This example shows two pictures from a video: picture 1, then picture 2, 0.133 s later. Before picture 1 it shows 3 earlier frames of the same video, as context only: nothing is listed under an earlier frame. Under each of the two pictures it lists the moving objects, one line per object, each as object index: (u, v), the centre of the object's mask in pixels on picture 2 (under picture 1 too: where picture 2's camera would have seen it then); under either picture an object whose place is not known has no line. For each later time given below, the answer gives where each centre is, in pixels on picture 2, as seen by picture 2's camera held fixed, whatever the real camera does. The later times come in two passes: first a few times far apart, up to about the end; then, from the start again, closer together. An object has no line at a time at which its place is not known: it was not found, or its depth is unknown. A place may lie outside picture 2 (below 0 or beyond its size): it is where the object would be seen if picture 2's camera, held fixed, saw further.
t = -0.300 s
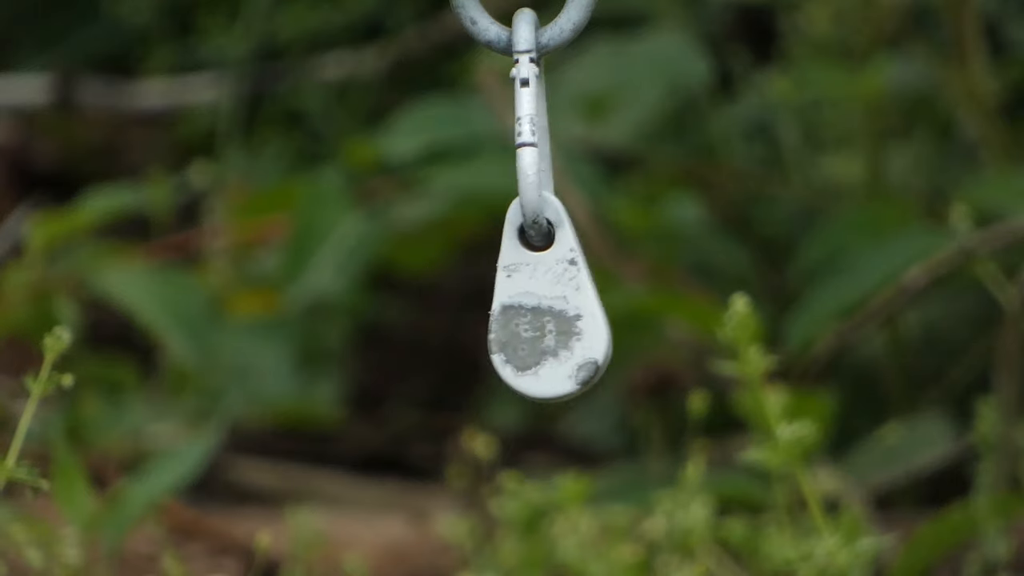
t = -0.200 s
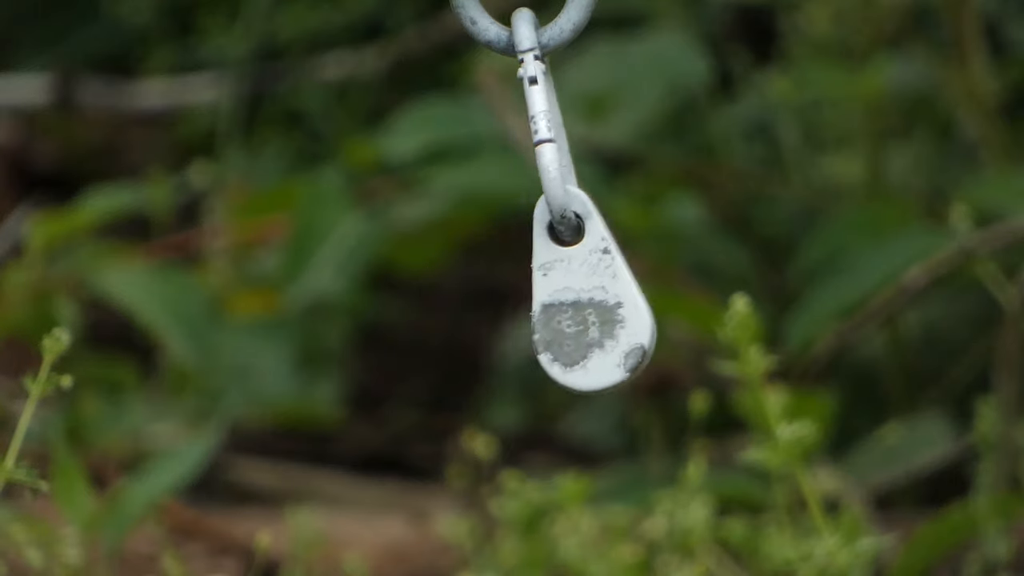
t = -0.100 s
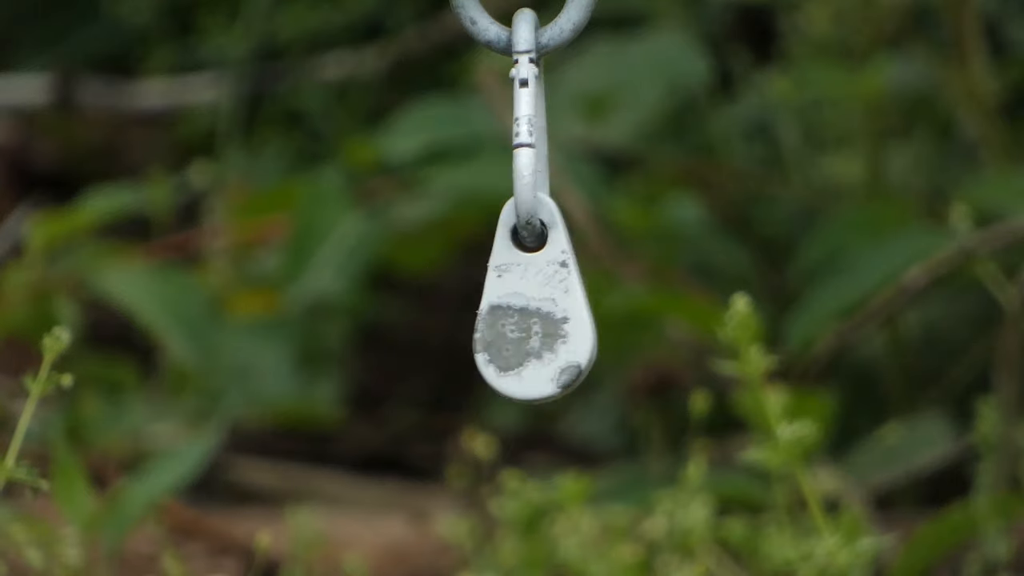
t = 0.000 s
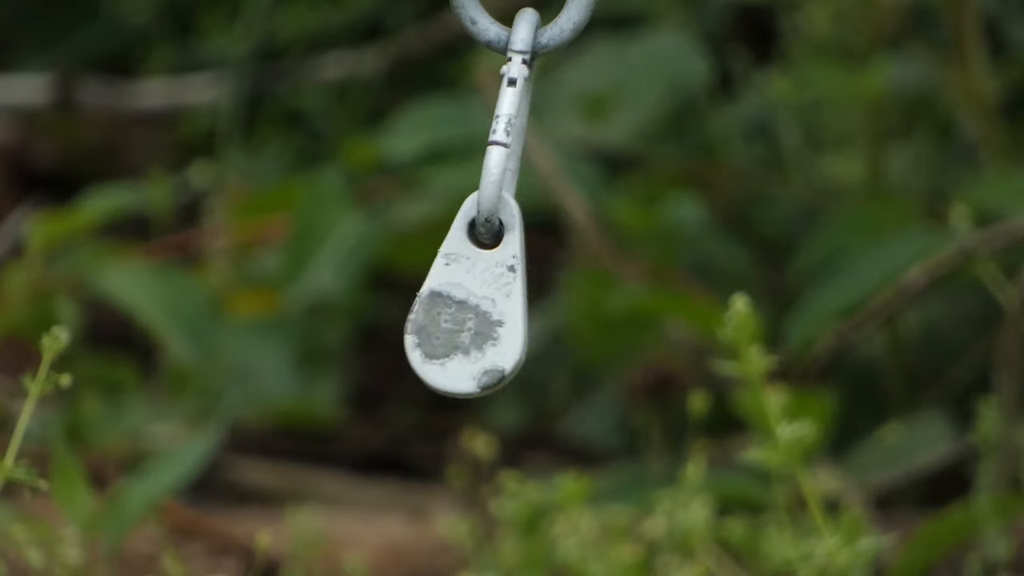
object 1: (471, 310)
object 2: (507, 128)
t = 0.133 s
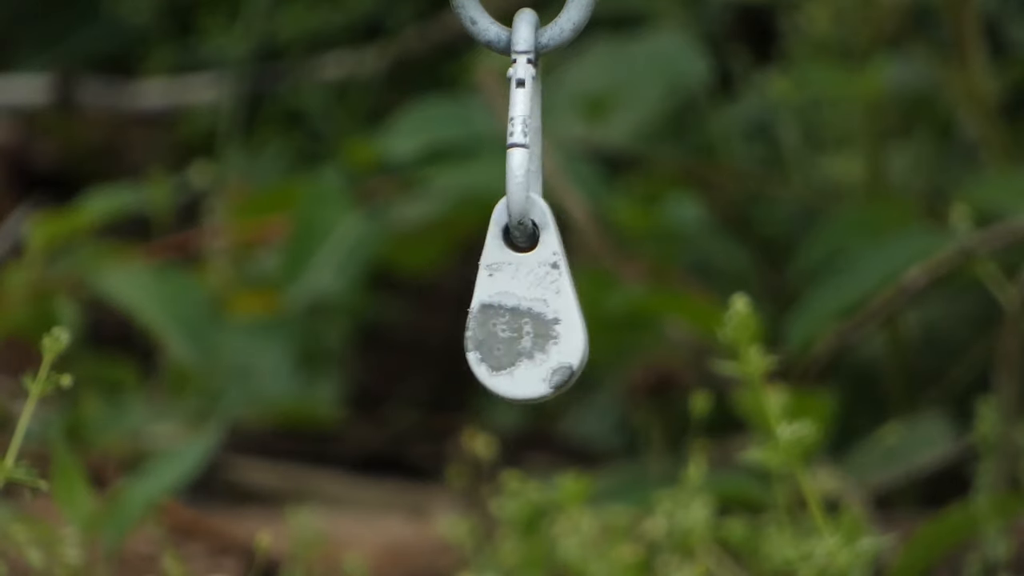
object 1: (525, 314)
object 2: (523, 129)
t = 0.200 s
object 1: (573, 309)
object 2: (540, 128)
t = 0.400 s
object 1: (502, 314)
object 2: (518, 130)
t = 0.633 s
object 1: (557, 312)
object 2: (535, 129)
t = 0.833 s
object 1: (522, 314)
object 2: (525, 130)
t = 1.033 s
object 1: (512, 314)
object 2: (519, 129)
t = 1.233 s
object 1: (564, 311)
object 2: (539, 128)
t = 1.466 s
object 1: (495, 313)
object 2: (514, 129)
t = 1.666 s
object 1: (575, 308)
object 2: (542, 127)
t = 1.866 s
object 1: (474, 310)
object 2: (507, 128)
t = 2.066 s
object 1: (581, 307)
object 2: (543, 126)
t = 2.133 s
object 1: (571, 309)
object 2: (541, 127)
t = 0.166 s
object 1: (552, 312)
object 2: (533, 129)
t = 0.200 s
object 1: (573, 309)
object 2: (540, 128)
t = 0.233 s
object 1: (584, 307)
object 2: (545, 127)
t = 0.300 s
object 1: (574, 309)
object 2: (542, 127)
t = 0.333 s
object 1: (554, 313)
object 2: (535, 129)
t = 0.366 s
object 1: (528, 314)
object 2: (527, 130)
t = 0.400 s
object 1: (502, 314)
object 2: (518, 130)
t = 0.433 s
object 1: (482, 311)
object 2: (511, 128)
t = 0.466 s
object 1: (472, 310)
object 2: (507, 128)
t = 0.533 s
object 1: (484, 311)
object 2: (511, 128)
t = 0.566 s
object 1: (506, 314)
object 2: (518, 129)
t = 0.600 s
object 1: (532, 314)
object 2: (526, 130)
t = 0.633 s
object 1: (557, 312)
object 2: (535, 129)
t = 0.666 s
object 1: (576, 308)
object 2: (542, 127)
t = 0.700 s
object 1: (584, 306)
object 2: (545, 127)
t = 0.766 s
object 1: (569, 309)
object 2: (540, 128)
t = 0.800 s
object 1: (548, 313)
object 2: (533, 129)
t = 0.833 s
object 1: (522, 314)
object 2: (525, 130)
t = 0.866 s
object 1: (497, 313)
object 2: (516, 129)
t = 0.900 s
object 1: (479, 311)
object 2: (510, 128)
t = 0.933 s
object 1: (471, 310)
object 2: (506, 128)
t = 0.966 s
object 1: (475, 310)
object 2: (507, 128)
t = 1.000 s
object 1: (489, 312)
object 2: (512, 128)
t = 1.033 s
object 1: (512, 314)
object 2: (519, 129)
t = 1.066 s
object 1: (538, 314)
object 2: (528, 129)
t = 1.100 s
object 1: (561, 311)
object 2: (536, 128)
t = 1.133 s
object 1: (578, 307)
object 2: (542, 127)
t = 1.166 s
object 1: (584, 306)
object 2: (545, 126)
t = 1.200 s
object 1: (579, 307)
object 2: (543, 127)
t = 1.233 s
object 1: (564, 311)
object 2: (539, 128)
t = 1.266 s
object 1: (541, 314)
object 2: (531, 129)
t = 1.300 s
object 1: (515, 314)
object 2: (522, 130)
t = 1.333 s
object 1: (492, 313)
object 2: (514, 129)
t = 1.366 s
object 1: (477, 311)
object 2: (509, 128)
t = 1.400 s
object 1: (472, 310)
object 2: (507, 128)
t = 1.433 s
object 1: (478, 311)
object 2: (508, 129)
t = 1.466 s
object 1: (495, 313)
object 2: (514, 129)
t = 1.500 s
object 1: (519, 314)
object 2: (521, 130)
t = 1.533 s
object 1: (544, 313)
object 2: (530, 129)
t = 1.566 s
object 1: (566, 310)
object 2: (538, 128)
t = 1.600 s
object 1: (580, 307)
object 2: (543, 127)
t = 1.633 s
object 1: (583, 307)
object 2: (545, 127)
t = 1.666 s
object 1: (575, 308)
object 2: (542, 127)
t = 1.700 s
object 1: (558, 312)
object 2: (537, 128)
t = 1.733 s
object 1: (535, 314)
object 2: (529, 129)
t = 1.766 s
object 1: (509, 314)
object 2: (520, 129)
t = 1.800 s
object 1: (488, 312)
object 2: (513, 128)
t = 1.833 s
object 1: (476, 310)
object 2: (509, 128)
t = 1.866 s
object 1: (474, 310)
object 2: (507, 128)
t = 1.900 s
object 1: (483, 311)
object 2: (510, 128)
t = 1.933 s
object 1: (501, 314)
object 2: (515, 129)
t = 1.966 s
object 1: (525, 314)
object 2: (523, 130)
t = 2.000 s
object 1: (550, 313)
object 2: (532, 129)
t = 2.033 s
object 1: (570, 310)
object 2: (540, 128)
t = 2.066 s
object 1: (581, 307)
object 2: (543, 126)
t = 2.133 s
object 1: (571, 309)
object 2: (541, 127)
